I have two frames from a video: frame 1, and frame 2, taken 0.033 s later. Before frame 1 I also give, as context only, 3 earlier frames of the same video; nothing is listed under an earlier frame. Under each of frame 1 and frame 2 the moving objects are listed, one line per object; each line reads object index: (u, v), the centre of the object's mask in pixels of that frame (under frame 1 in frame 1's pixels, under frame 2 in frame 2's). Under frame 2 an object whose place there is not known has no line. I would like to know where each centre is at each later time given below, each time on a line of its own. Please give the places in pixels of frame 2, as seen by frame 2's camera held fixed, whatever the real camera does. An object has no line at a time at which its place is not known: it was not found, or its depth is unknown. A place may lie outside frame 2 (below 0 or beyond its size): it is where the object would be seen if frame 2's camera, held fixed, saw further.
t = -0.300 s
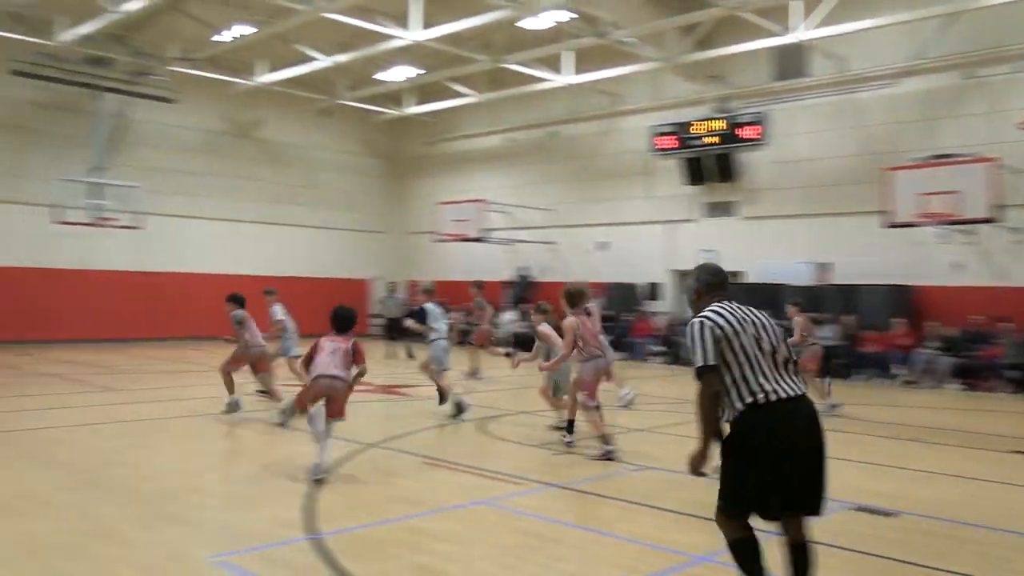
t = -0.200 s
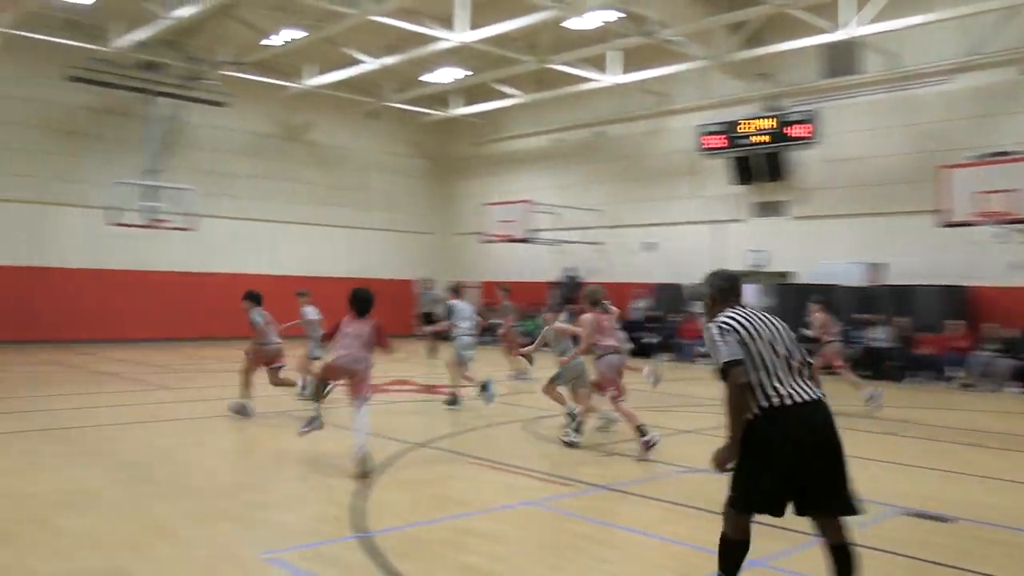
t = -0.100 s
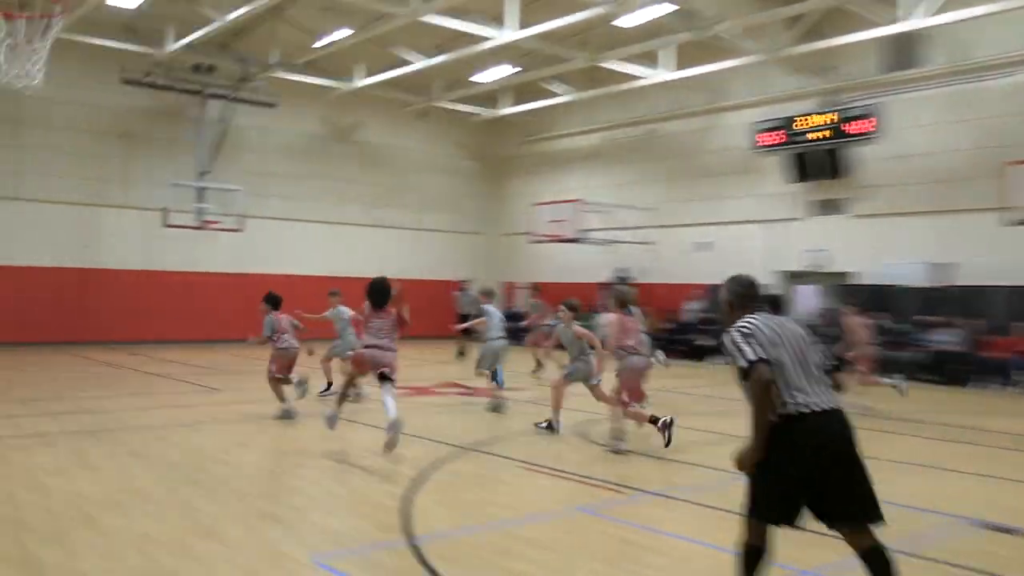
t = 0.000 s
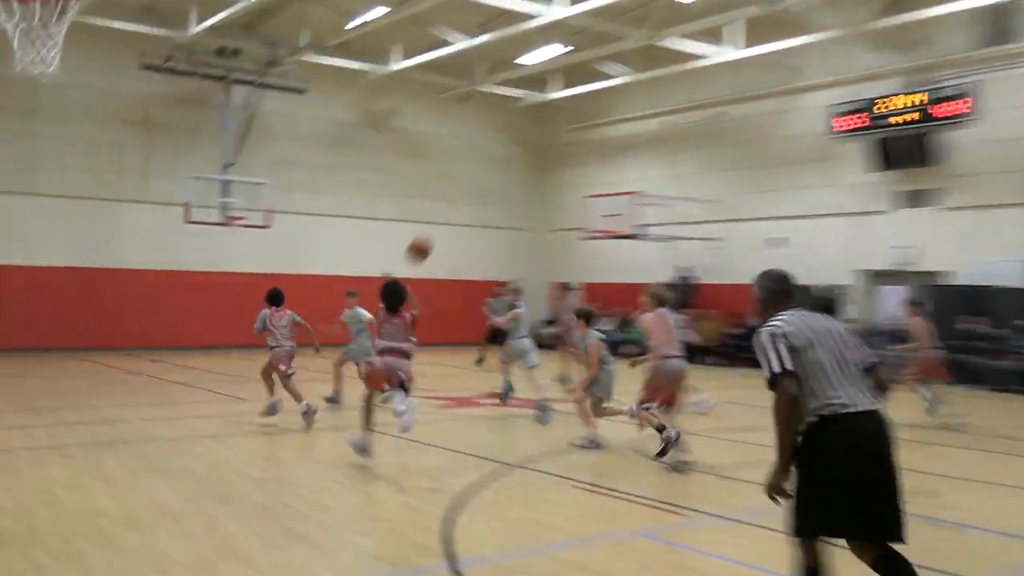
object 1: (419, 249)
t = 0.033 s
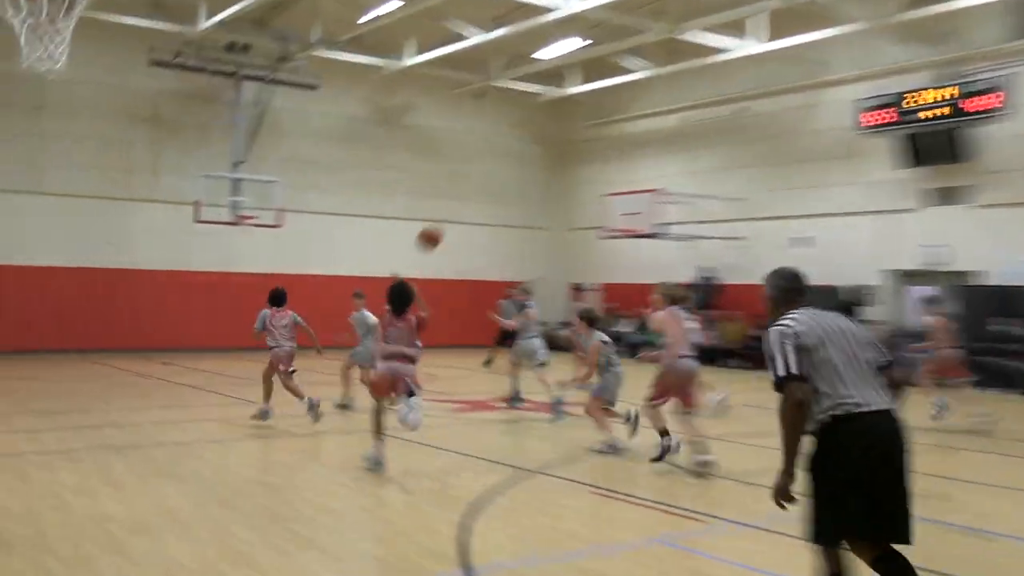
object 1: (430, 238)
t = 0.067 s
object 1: (426, 227)
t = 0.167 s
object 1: (420, 203)
